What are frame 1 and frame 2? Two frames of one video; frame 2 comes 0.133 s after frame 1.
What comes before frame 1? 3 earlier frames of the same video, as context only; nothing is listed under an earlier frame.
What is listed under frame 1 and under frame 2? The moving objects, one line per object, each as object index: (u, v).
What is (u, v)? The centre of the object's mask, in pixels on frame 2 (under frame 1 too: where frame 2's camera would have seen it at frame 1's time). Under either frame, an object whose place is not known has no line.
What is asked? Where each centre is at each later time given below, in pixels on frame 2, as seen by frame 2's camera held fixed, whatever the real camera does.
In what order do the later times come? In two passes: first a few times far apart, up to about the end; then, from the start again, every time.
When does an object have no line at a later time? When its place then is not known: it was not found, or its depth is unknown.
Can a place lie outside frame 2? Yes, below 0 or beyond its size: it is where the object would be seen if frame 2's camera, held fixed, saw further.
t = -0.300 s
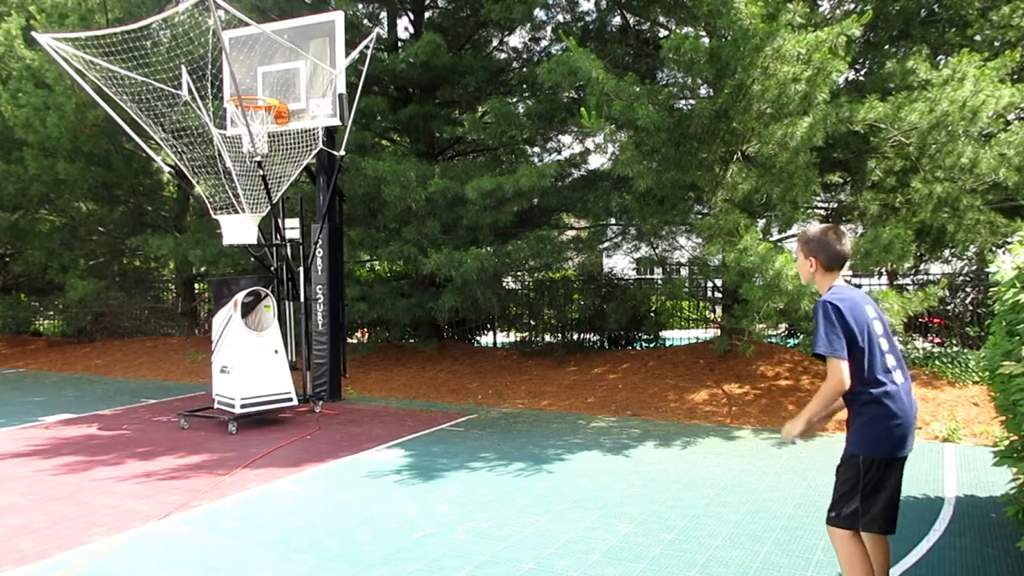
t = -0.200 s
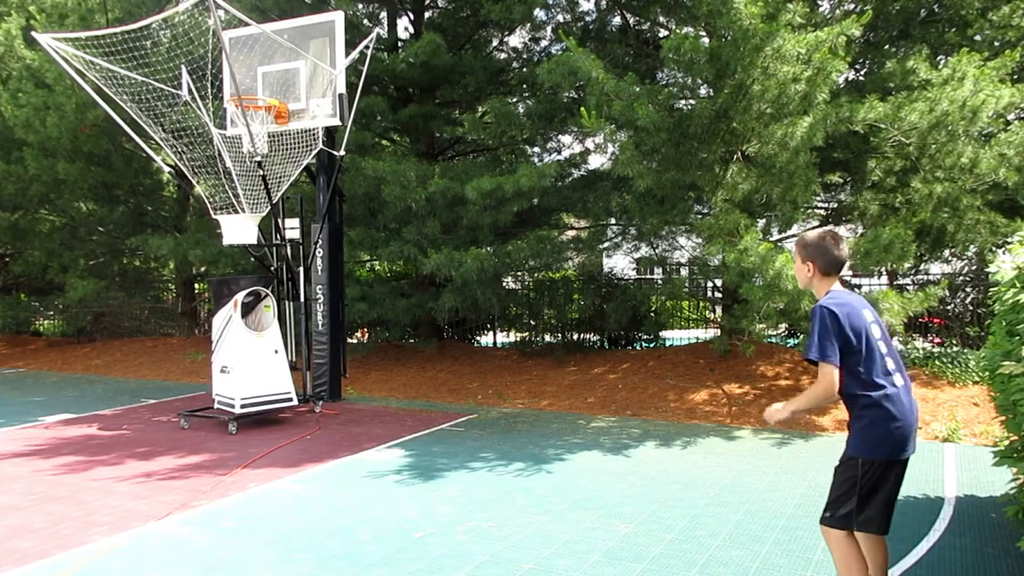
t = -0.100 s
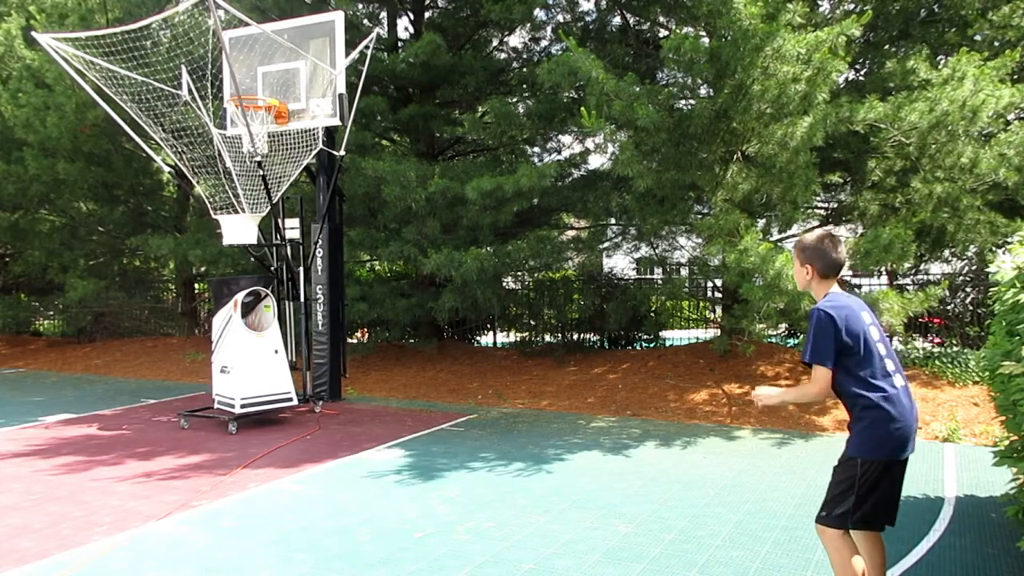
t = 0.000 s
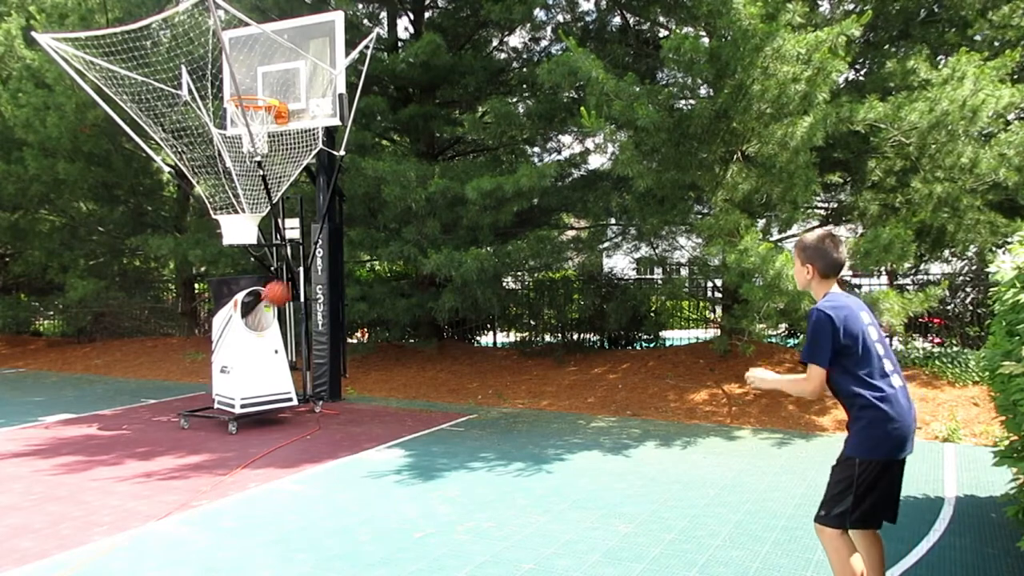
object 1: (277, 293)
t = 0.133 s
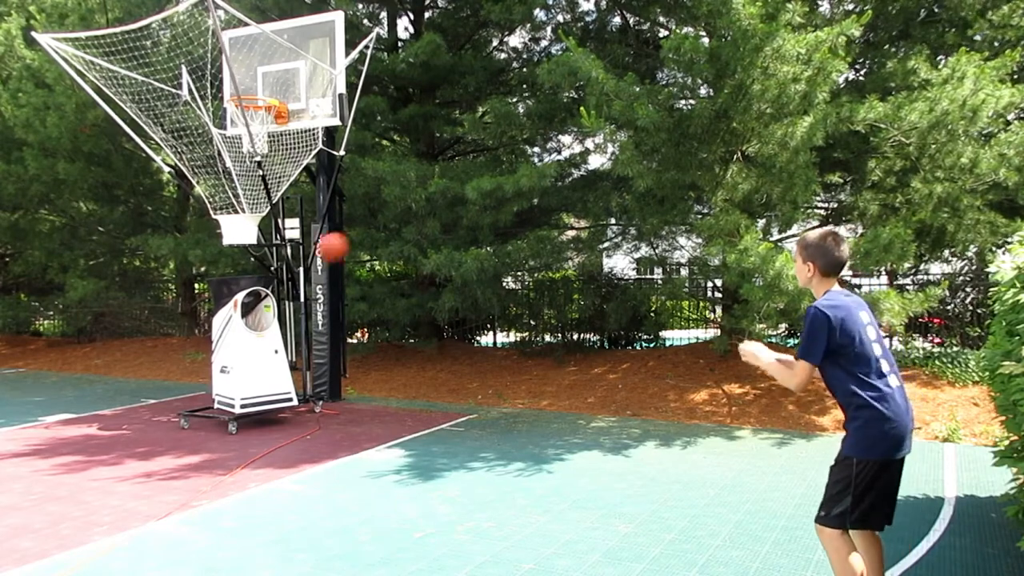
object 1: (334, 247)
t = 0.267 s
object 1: (404, 213)
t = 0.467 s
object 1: (558, 201)
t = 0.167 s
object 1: (348, 238)
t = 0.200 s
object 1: (366, 228)
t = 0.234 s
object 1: (385, 220)
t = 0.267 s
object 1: (404, 213)
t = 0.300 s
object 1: (425, 207)
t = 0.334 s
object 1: (448, 202)
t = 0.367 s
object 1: (472, 200)
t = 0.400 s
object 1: (499, 198)
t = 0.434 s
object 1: (527, 199)
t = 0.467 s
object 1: (558, 201)
